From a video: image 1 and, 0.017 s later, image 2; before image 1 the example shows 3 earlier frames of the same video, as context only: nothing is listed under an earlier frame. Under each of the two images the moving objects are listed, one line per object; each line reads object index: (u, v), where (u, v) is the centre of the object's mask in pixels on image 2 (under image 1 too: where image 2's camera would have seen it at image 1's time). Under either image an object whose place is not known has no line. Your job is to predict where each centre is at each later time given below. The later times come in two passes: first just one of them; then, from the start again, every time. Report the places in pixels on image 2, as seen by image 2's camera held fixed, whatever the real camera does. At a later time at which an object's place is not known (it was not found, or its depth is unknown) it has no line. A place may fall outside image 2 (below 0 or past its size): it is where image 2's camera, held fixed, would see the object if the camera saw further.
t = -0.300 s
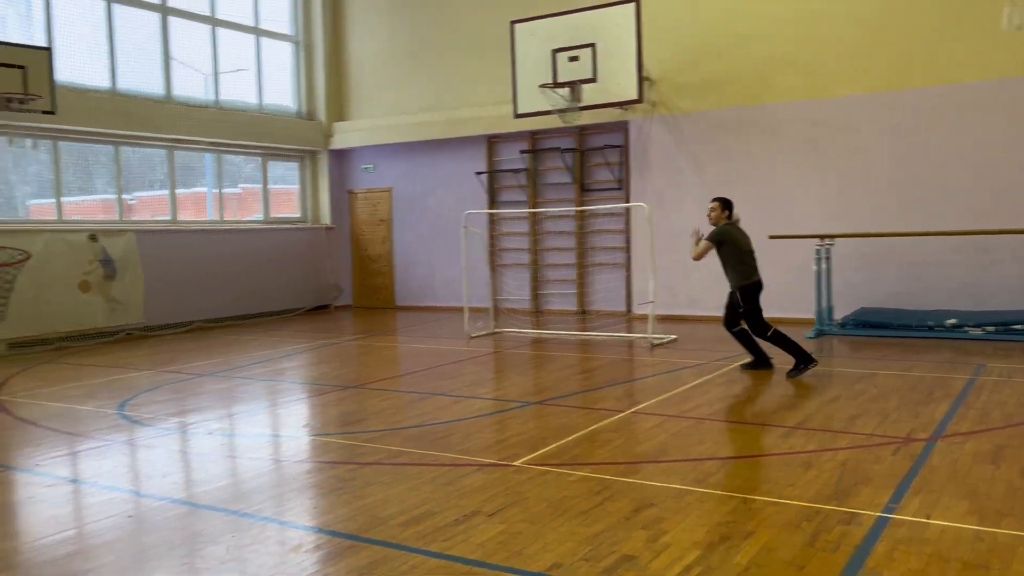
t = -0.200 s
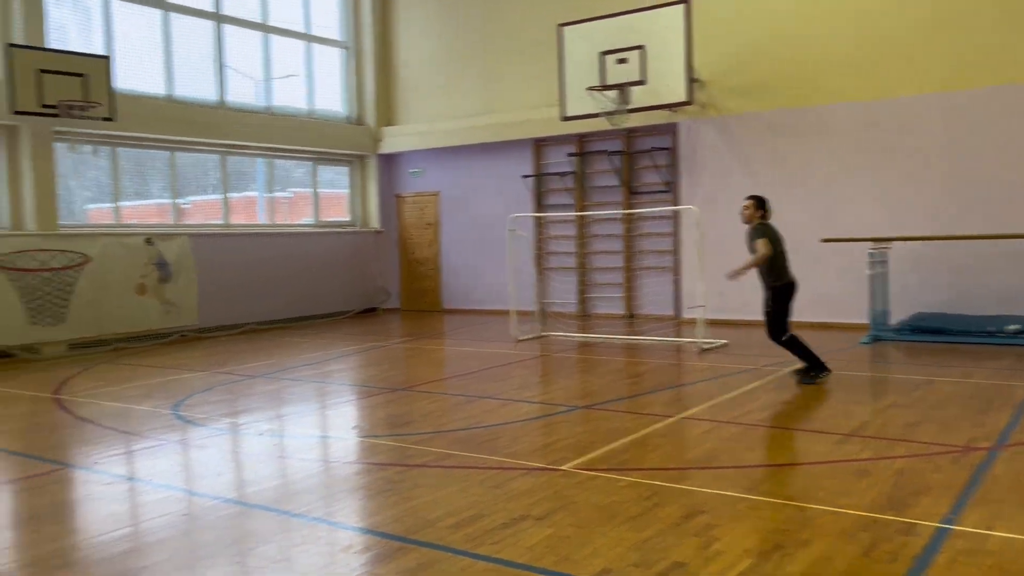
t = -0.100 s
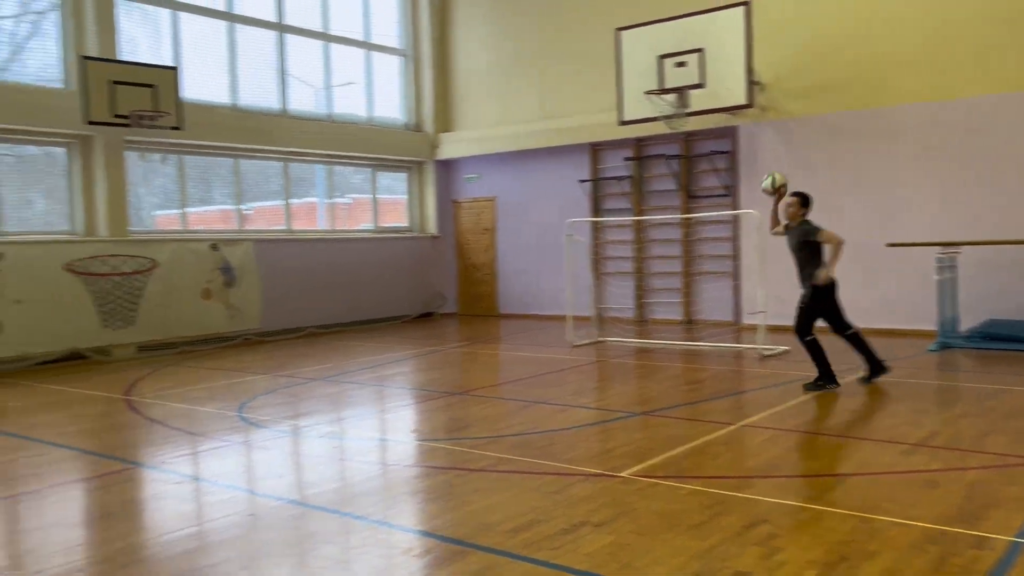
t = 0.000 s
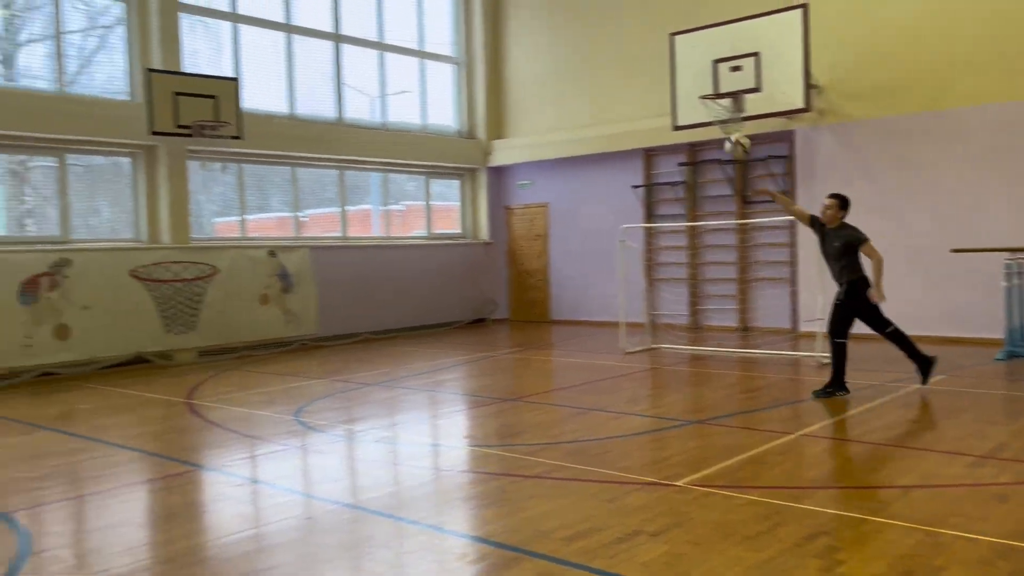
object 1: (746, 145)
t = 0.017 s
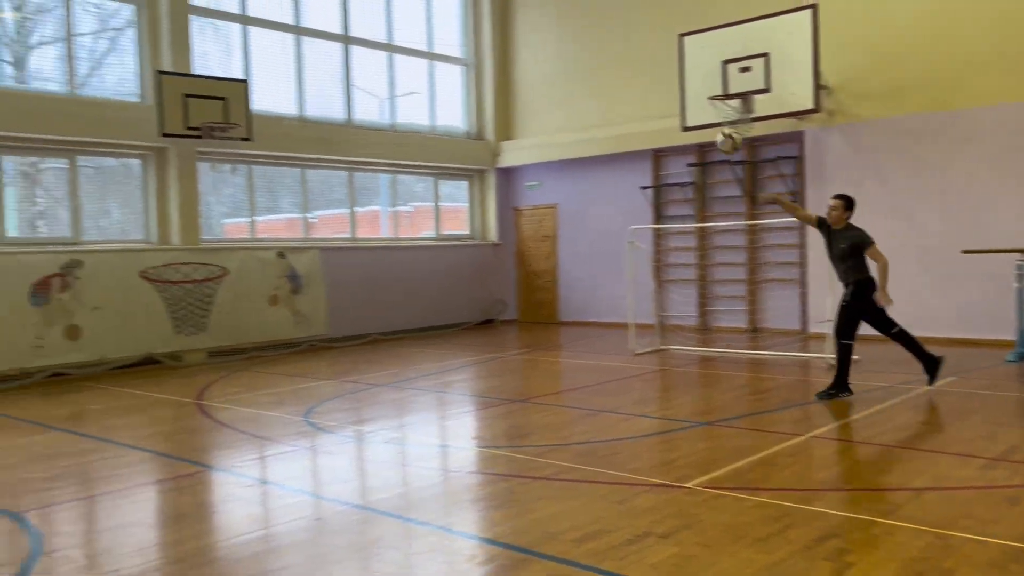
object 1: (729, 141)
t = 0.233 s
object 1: (512, 97)
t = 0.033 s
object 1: (712, 136)
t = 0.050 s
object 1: (694, 131)
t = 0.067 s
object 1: (677, 126)
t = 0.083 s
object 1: (660, 122)
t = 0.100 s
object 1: (643, 119)
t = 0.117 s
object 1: (627, 115)
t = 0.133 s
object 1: (610, 111)
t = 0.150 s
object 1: (593, 109)
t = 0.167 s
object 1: (576, 106)
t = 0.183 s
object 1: (559, 103)
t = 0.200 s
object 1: (544, 100)
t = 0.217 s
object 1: (527, 98)
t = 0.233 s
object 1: (512, 97)
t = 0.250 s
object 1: (495, 96)
